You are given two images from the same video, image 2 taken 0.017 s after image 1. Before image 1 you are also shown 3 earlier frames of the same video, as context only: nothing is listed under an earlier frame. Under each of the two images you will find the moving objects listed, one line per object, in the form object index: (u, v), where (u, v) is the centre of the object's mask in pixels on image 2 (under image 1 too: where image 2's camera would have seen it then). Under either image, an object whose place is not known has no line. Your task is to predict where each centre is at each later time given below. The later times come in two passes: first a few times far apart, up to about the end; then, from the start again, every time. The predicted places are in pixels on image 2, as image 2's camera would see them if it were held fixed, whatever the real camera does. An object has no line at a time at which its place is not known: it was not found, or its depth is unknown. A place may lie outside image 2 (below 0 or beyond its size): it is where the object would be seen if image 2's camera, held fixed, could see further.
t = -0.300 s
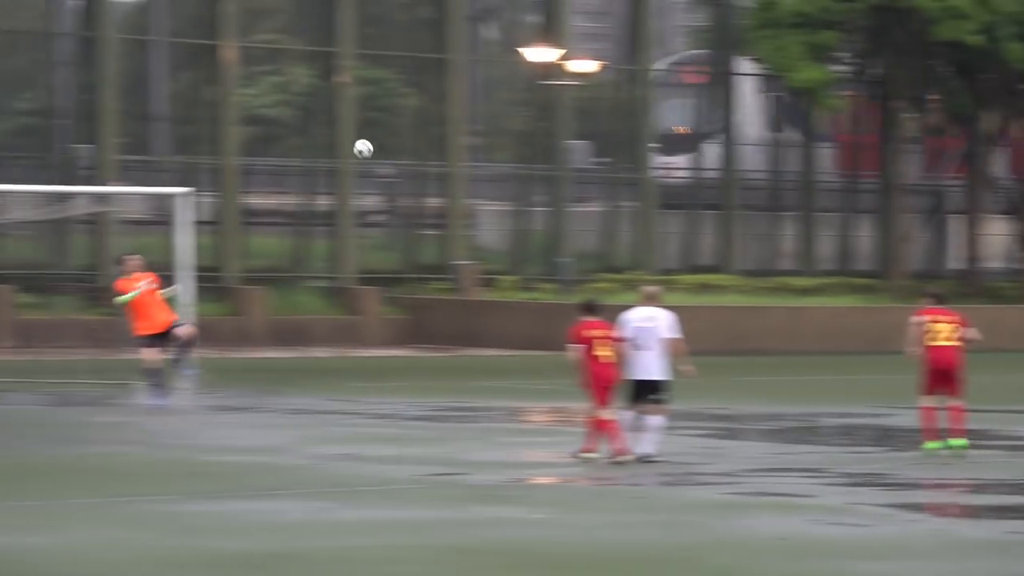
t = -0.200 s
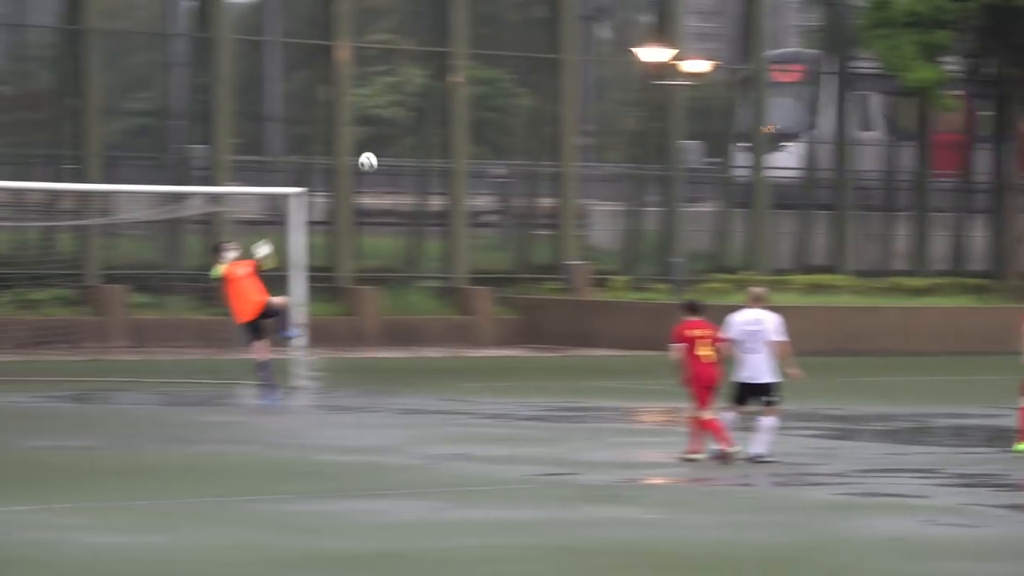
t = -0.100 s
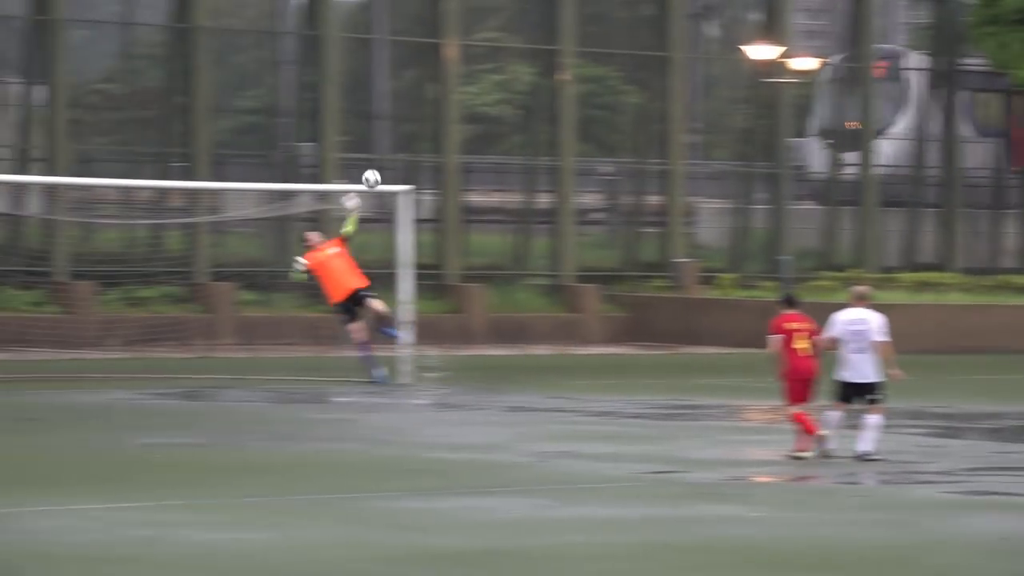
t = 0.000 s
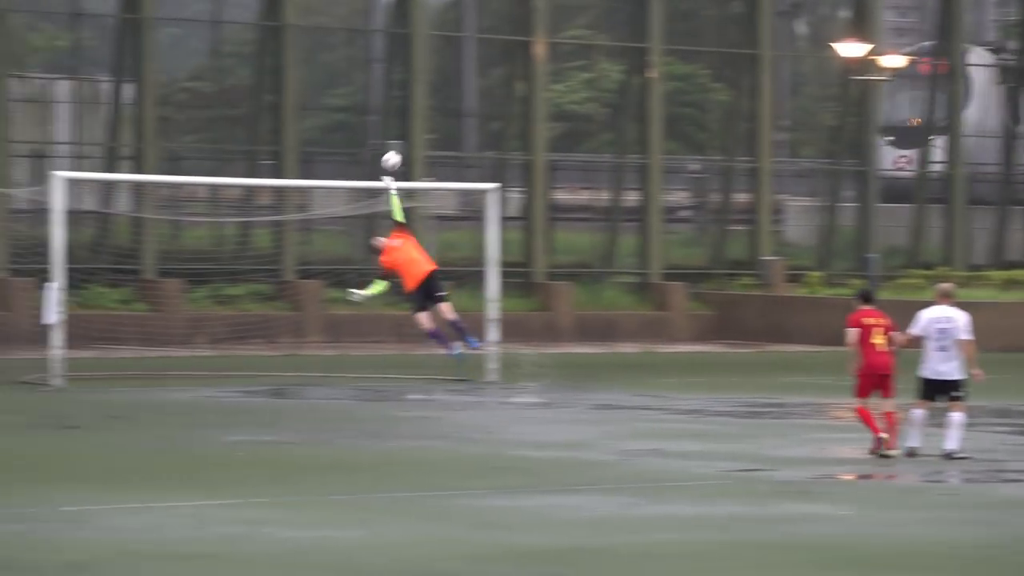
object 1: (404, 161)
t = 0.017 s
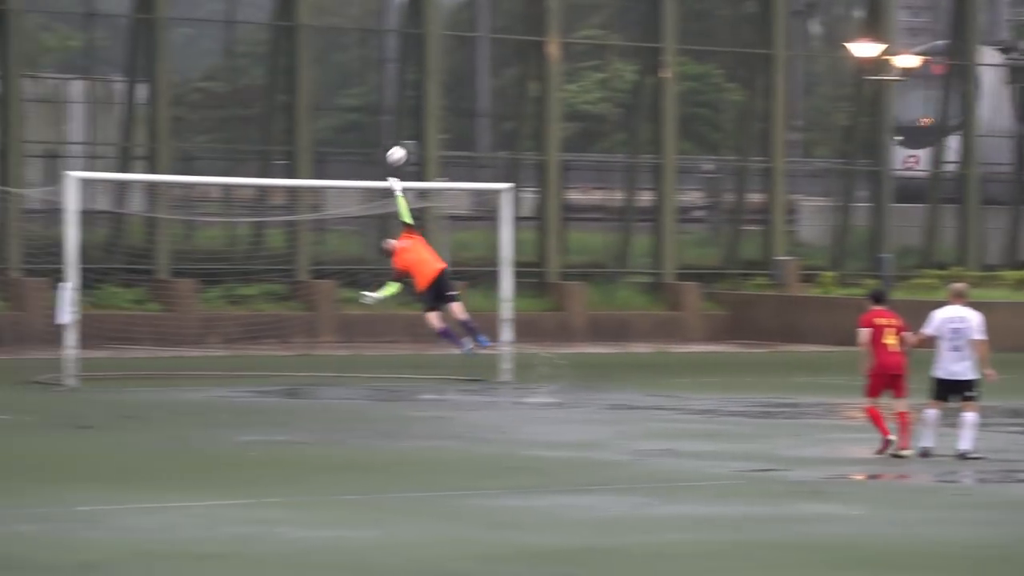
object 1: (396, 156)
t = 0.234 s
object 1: (285, 115)
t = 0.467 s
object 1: (167, 115)
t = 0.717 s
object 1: (43, 165)
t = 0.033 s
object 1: (388, 151)
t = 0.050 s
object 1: (379, 147)
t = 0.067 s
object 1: (370, 143)
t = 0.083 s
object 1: (361, 139)
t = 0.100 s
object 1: (353, 135)
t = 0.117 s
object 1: (345, 132)
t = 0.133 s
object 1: (336, 128)
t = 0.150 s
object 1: (327, 126)
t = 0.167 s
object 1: (319, 123)
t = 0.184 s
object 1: (310, 120)
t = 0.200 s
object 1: (302, 118)
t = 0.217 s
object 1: (293, 117)
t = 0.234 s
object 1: (285, 115)
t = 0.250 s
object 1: (276, 113)
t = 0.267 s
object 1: (268, 112)
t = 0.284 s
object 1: (259, 111)
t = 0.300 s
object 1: (251, 111)
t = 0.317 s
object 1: (242, 110)
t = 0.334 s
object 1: (234, 110)
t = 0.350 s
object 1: (225, 110)
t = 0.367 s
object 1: (217, 109)
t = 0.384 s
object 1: (208, 110)
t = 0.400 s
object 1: (200, 111)
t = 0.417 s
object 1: (192, 111)
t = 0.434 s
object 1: (184, 112)
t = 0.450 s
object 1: (176, 114)
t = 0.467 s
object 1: (167, 115)
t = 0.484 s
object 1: (159, 116)
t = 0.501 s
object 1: (151, 119)
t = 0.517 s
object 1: (142, 121)
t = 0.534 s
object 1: (134, 124)
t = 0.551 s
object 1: (126, 126)
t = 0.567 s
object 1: (117, 129)
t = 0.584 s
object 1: (109, 132)
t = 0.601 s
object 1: (100, 135)
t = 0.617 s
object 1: (92, 139)
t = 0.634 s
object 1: (85, 142)
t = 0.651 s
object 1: (76, 146)
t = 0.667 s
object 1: (68, 151)
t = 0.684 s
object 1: (60, 155)
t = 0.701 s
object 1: (51, 160)
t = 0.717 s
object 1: (43, 165)
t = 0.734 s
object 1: (35, 170)
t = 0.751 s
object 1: (27, 176)
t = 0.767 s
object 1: (19, 182)
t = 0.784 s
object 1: (11, 186)
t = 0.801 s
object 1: (2, 194)
